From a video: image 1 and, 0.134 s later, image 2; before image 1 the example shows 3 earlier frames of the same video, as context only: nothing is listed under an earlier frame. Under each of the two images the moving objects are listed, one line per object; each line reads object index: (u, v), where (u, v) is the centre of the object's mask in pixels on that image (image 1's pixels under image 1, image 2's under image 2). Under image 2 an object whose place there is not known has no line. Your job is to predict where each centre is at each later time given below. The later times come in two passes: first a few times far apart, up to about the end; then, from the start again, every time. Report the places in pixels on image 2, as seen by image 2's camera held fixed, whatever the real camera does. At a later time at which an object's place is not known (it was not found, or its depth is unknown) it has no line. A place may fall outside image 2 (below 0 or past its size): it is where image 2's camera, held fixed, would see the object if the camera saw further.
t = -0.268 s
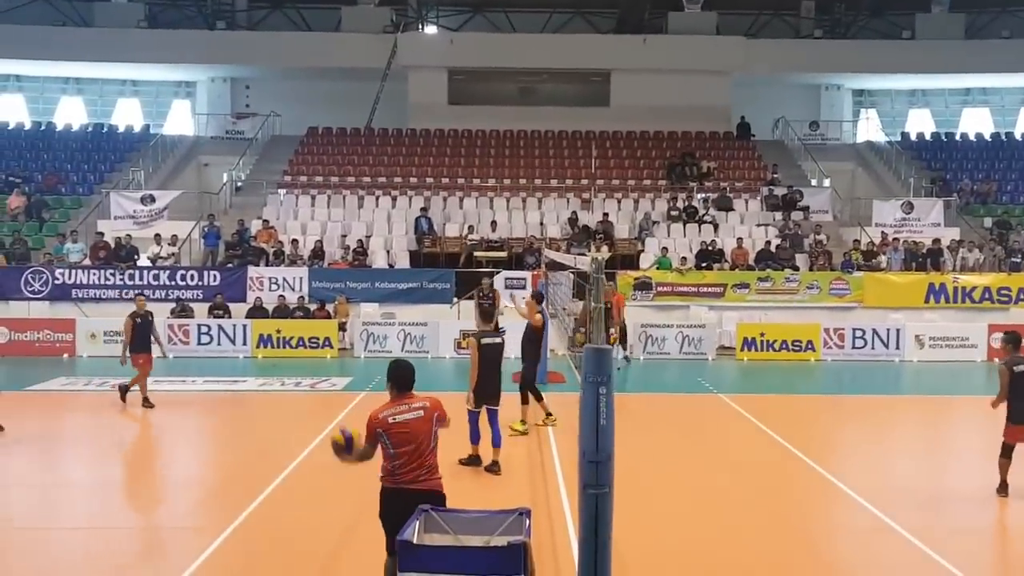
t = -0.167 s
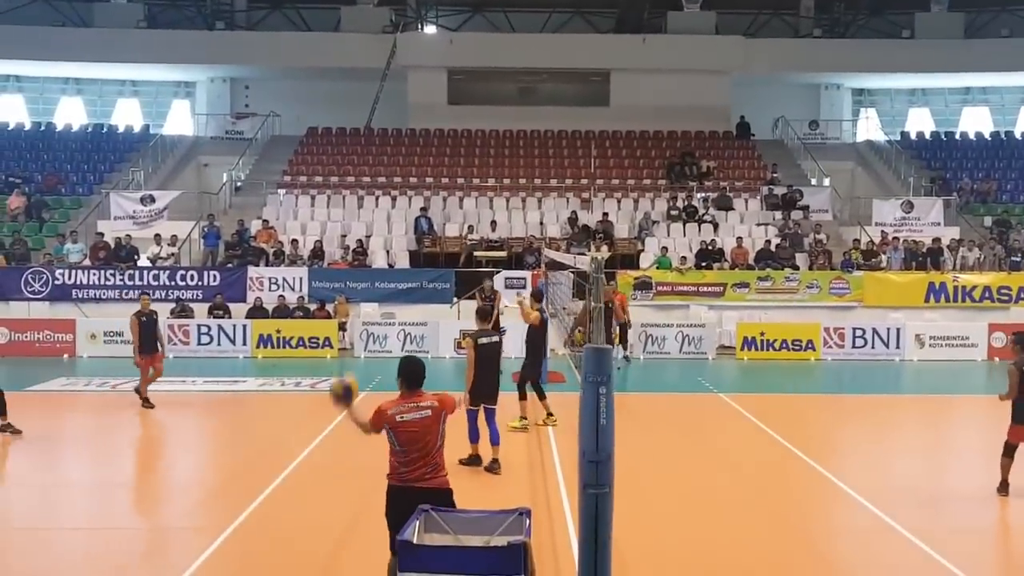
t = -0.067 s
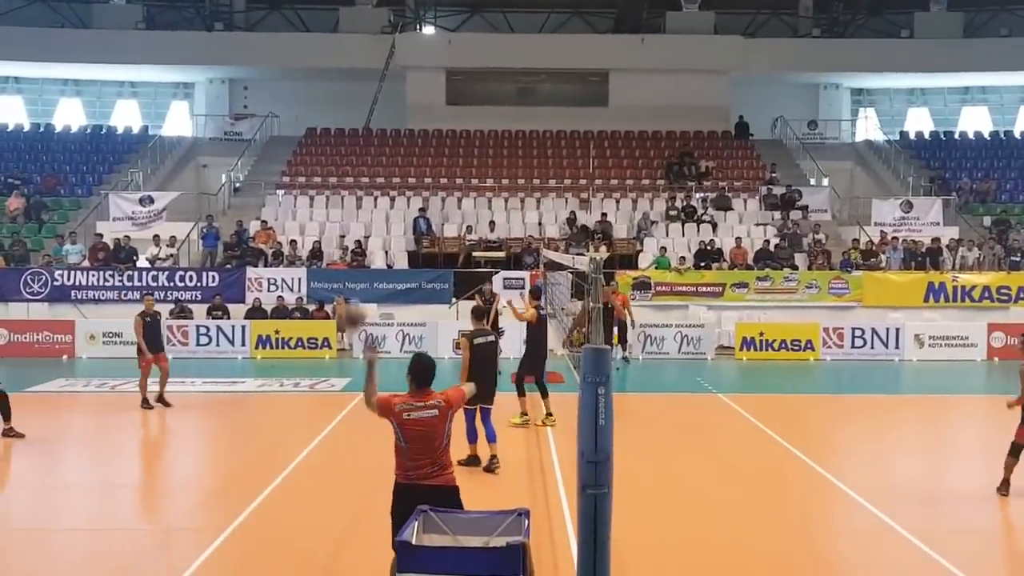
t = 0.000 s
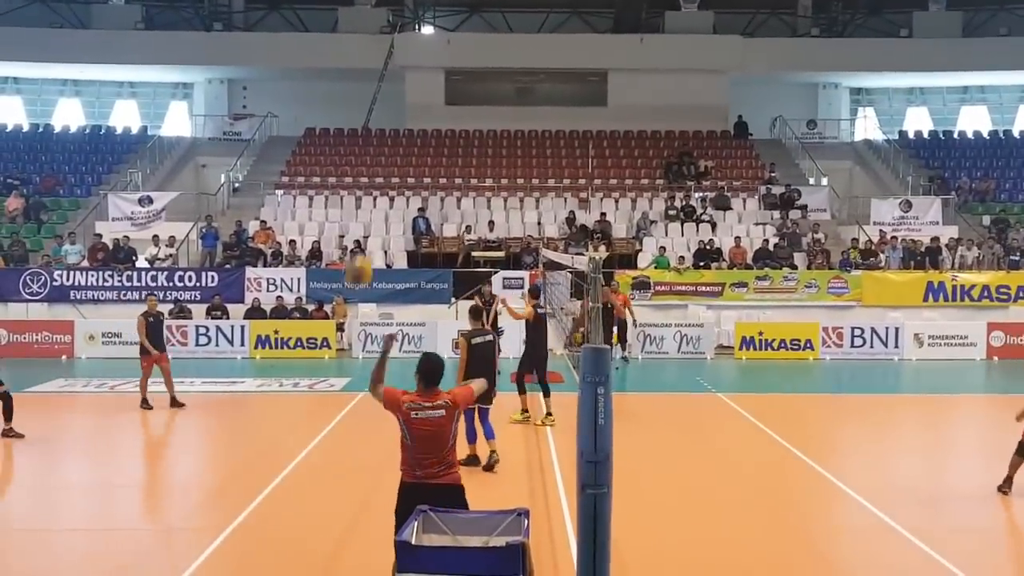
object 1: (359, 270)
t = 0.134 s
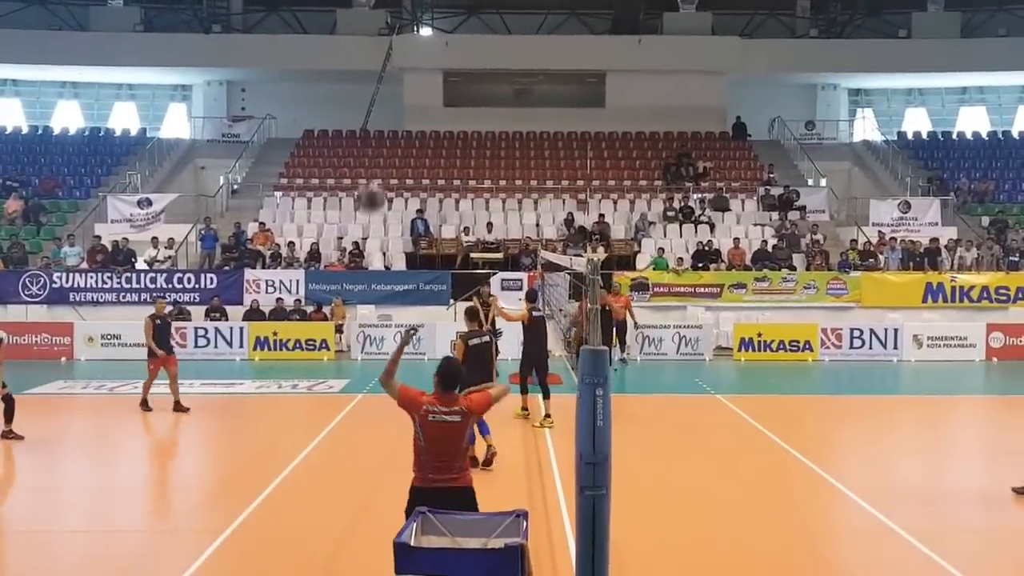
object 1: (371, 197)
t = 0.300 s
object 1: (388, 136)
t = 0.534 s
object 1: (412, 113)
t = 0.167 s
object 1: (373, 181)
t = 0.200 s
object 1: (378, 168)
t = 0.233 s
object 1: (381, 157)
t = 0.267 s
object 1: (385, 145)
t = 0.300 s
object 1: (388, 136)
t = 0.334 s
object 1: (391, 129)
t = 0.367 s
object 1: (396, 123)
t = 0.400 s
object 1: (399, 117)
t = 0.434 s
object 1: (402, 114)
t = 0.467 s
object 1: (405, 112)
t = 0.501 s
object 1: (409, 112)
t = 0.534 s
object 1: (412, 113)
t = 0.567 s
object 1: (416, 116)
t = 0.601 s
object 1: (420, 121)
